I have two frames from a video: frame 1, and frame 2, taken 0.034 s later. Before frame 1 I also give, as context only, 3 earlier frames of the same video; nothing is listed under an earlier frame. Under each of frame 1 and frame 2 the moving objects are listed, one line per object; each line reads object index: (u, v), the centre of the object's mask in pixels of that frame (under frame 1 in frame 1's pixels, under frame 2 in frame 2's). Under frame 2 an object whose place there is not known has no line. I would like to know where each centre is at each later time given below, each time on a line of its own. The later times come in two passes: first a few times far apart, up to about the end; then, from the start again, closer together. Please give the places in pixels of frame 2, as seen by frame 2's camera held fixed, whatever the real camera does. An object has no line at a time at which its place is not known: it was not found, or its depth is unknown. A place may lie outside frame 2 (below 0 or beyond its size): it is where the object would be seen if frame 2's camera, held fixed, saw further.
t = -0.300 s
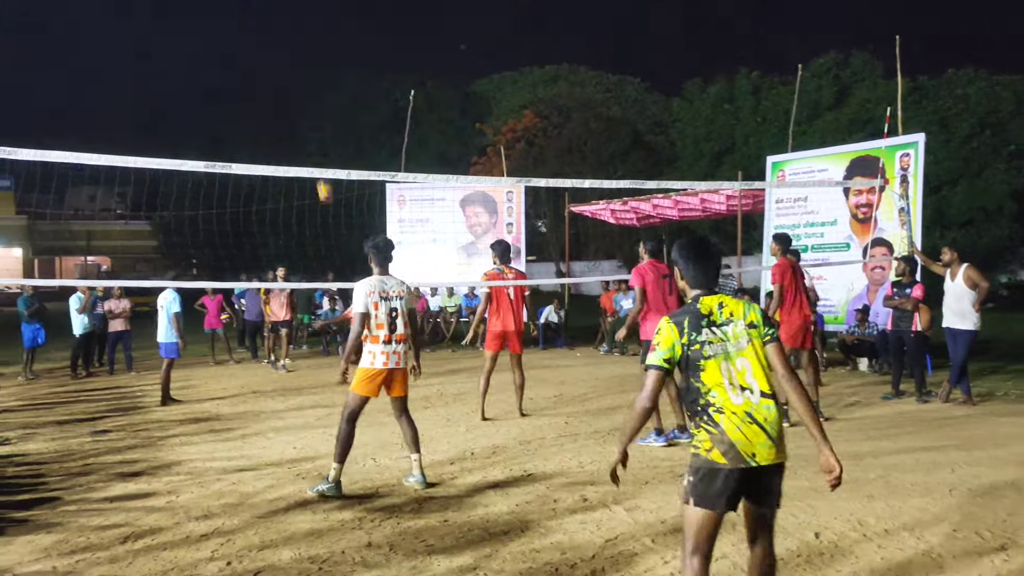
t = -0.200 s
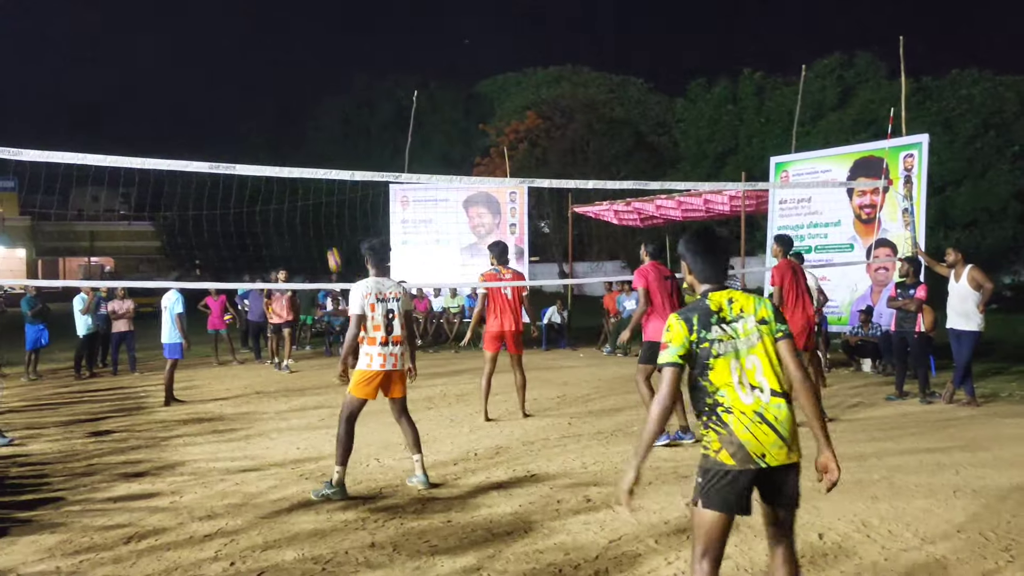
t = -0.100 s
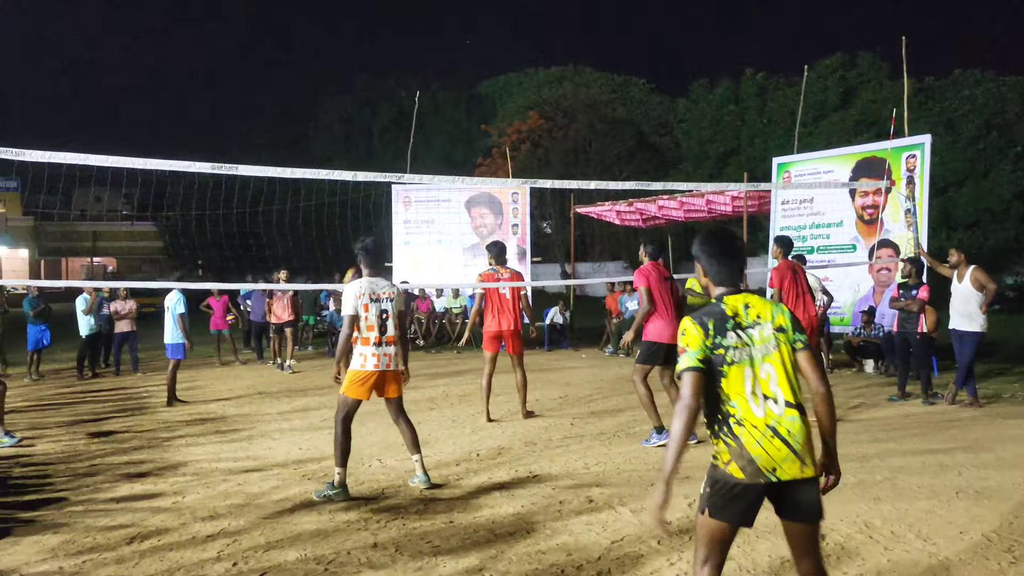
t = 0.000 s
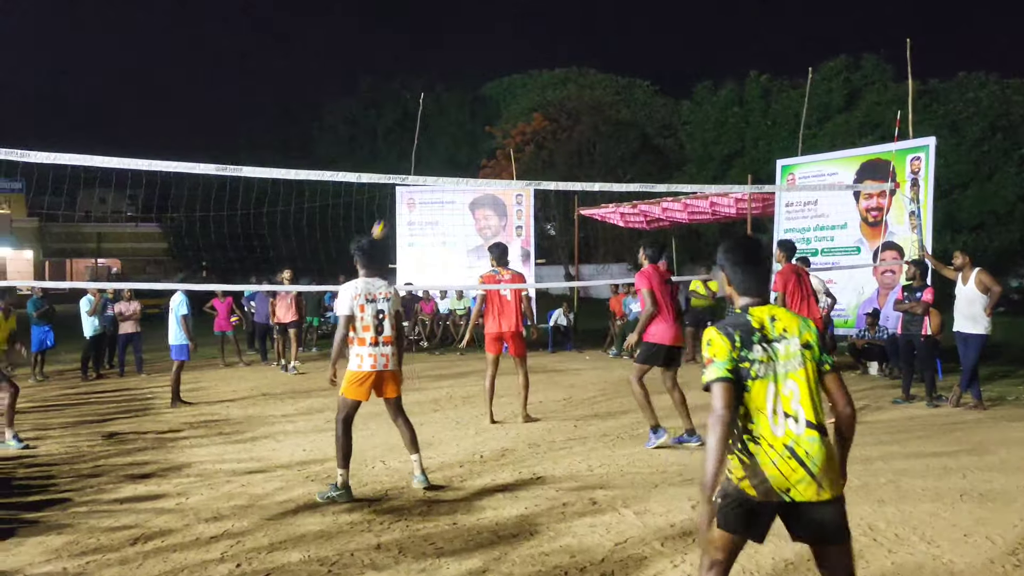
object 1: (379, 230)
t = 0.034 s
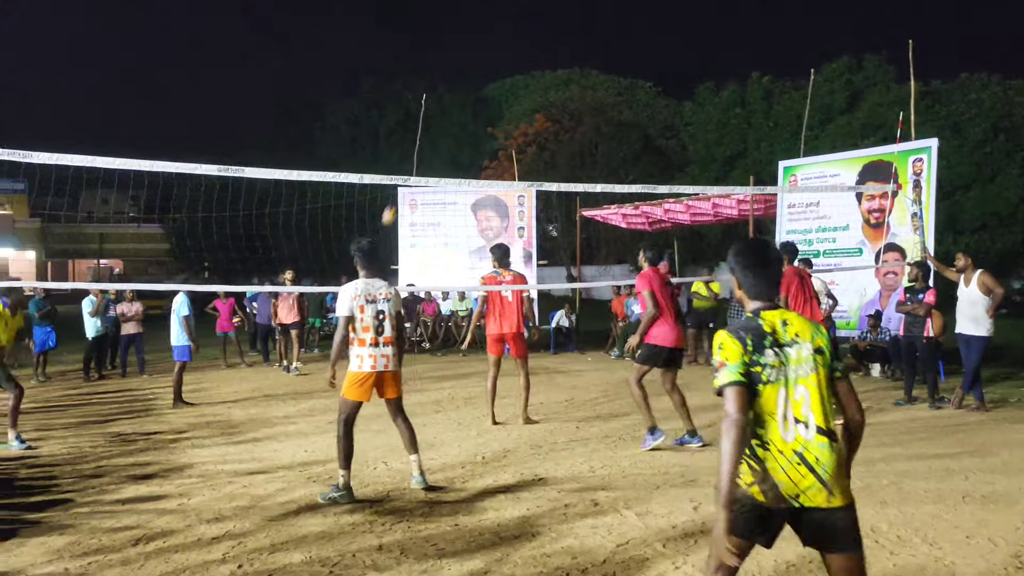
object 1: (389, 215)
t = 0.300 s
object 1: (453, 115)
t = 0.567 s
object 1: (518, 62)
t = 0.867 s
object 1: (594, 63)
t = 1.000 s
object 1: (629, 85)
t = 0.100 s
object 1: (406, 189)
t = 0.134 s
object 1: (414, 170)
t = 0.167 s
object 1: (421, 160)
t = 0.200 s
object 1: (429, 148)
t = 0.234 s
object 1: (437, 136)
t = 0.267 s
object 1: (445, 125)
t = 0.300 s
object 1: (453, 115)
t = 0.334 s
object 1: (462, 105)
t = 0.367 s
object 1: (469, 97)
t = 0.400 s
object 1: (478, 89)
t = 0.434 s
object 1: (486, 82)
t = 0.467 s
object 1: (494, 76)
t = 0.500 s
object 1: (501, 71)
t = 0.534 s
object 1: (510, 66)
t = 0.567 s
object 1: (518, 62)
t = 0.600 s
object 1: (527, 59)
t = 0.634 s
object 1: (535, 56)
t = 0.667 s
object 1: (543, 54)
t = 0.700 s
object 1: (552, 54)
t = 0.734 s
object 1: (560, 53)
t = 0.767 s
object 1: (570, 55)
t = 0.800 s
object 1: (578, 57)
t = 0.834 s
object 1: (587, 59)
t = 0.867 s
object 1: (594, 63)
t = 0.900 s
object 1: (604, 67)
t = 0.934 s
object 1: (611, 73)
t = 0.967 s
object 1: (620, 79)
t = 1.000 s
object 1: (629, 85)
